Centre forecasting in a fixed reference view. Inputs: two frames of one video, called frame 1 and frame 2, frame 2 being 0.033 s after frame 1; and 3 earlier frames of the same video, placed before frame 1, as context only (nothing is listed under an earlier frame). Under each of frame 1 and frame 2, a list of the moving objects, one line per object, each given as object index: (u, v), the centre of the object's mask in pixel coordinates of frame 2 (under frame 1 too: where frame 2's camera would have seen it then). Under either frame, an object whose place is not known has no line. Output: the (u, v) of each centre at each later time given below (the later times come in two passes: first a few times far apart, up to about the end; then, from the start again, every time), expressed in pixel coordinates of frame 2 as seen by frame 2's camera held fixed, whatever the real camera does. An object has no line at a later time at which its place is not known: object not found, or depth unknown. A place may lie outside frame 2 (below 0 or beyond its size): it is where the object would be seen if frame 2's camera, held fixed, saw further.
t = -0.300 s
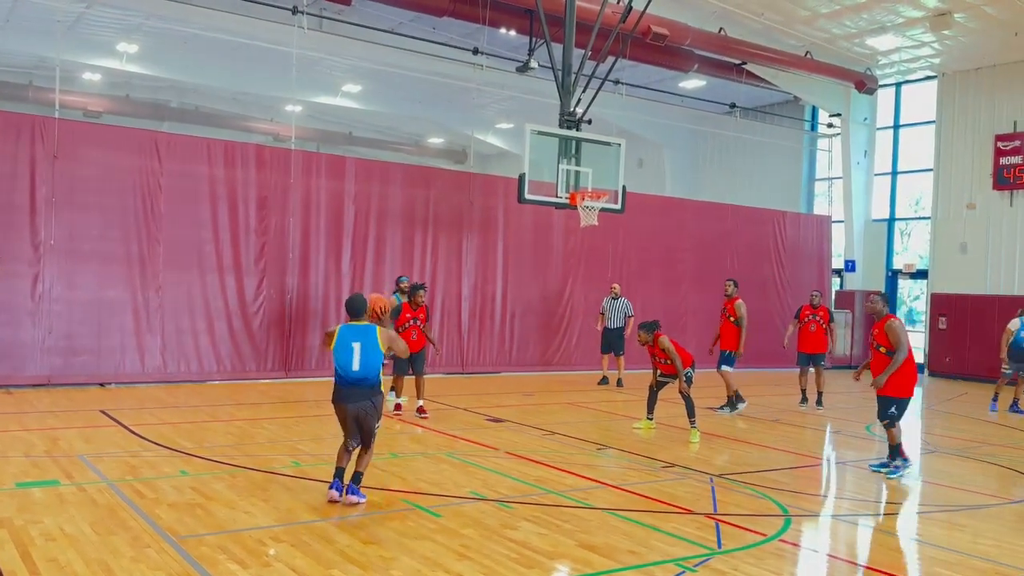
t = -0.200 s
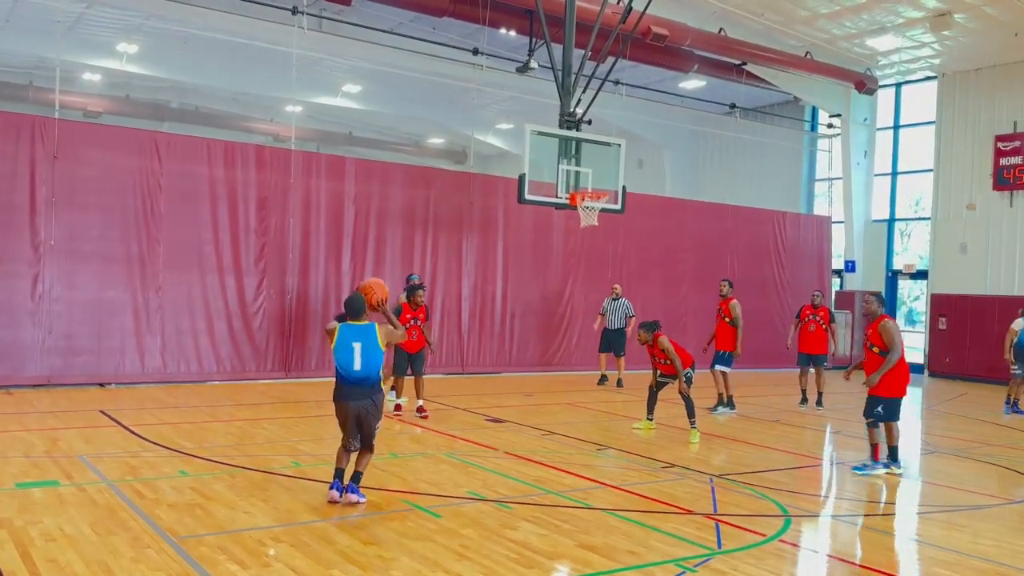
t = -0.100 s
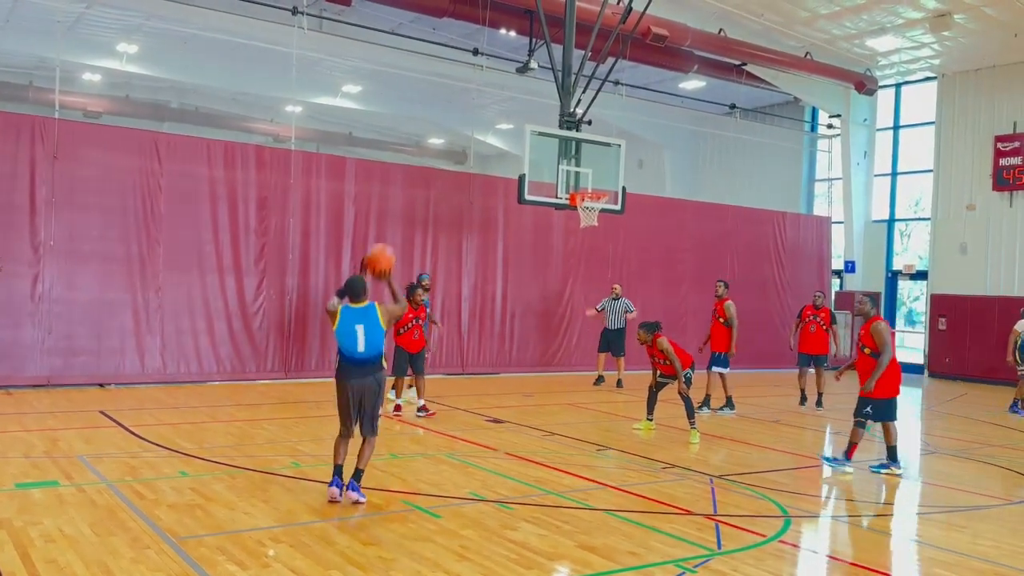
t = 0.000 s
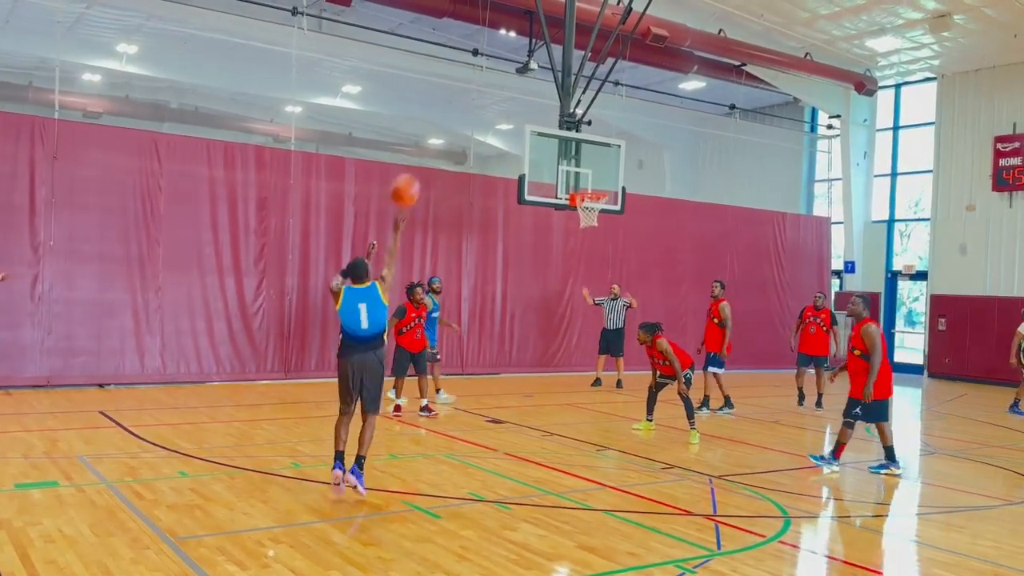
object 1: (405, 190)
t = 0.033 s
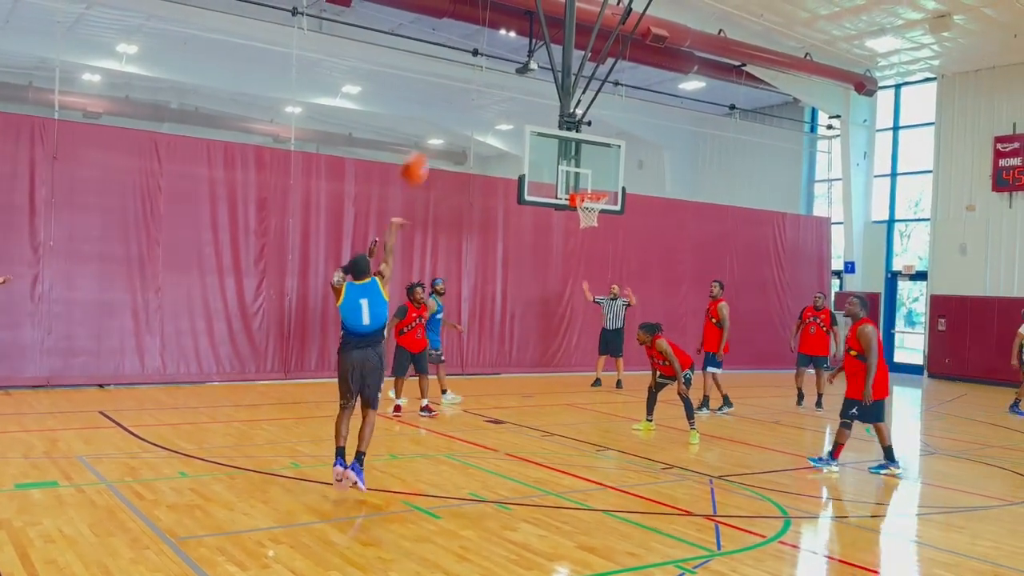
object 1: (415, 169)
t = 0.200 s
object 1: (461, 85)
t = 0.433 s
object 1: (510, 33)
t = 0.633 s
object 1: (541, 35)
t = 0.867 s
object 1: (570, 77)
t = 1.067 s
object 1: (589, 137)
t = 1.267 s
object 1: (586, 186)
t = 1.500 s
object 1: (534, 173)
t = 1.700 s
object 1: (510, 187)
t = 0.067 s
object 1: (424, 147)
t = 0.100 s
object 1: (434, 128)
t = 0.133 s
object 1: (443, 112)
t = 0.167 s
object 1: (452, 98)
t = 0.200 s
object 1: (461, 85)
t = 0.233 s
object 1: (469, 73)
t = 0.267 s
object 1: (477, 62)
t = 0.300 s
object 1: (484, 54)
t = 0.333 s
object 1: (491, 47)
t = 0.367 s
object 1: (497, 41)
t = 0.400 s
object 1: (503, 36)
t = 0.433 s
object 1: (510, 33)
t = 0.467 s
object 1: (515, 30)
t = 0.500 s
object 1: (521, 29)
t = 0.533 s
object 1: (526, 29)
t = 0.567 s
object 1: (532, 30)
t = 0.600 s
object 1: (537, 32)
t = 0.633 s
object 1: (541, 35)
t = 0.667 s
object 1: (546, 38)
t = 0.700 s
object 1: (550, 43)
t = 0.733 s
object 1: (555, 48)
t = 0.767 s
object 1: (559, 55)
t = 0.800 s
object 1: (563, 62)
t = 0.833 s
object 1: (567, 69)
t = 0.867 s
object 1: (570, 77)
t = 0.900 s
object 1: (574, 85)
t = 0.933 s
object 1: (577, 94)
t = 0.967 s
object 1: (580, 104)
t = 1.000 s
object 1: (584, 116)
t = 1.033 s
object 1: (586, 125)
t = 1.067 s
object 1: (589, 137)
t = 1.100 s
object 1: (592, 149)
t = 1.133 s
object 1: (594, 161)
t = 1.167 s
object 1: (596, 173)
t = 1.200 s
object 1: (598, 186)
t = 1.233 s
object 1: (595, 189)
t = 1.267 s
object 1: (586, 186)
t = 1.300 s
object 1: (577, 183)
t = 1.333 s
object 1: (569, 179)
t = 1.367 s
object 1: (560, 178)
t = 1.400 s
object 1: (550, 176)
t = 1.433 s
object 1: (541, 175)
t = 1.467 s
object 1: (537, 174)
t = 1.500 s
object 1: (534, 173)
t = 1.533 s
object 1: (530, 174)
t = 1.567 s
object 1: (526, 175)
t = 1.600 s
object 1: (522, 176)
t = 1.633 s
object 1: (518, 179)
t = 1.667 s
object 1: (514, 183)
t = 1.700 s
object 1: (510, 187)
